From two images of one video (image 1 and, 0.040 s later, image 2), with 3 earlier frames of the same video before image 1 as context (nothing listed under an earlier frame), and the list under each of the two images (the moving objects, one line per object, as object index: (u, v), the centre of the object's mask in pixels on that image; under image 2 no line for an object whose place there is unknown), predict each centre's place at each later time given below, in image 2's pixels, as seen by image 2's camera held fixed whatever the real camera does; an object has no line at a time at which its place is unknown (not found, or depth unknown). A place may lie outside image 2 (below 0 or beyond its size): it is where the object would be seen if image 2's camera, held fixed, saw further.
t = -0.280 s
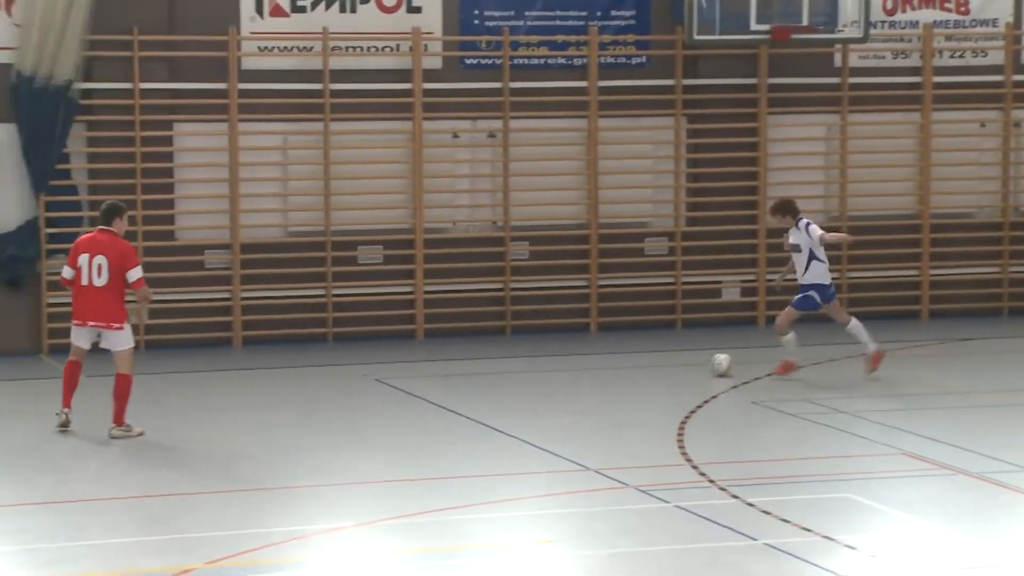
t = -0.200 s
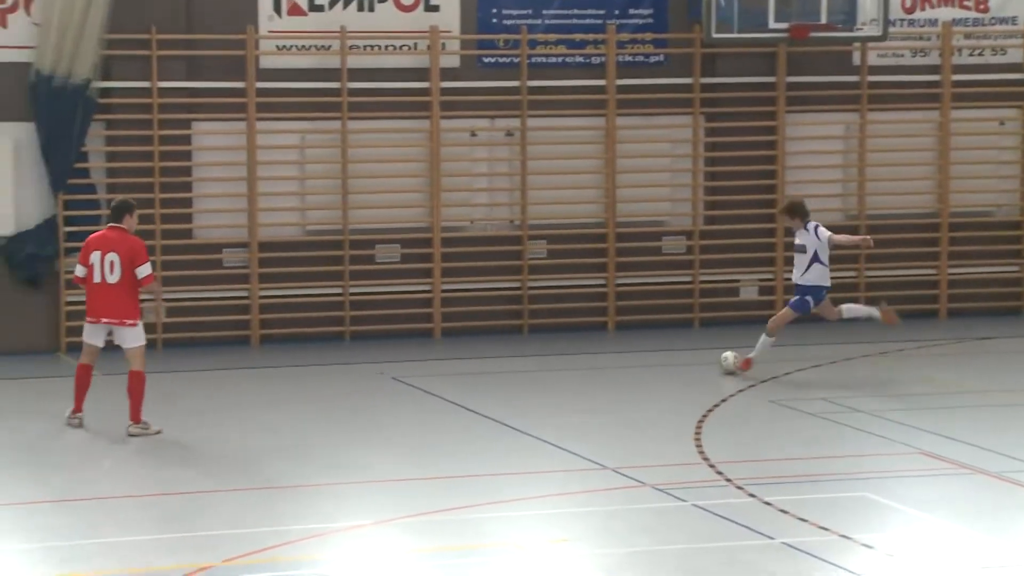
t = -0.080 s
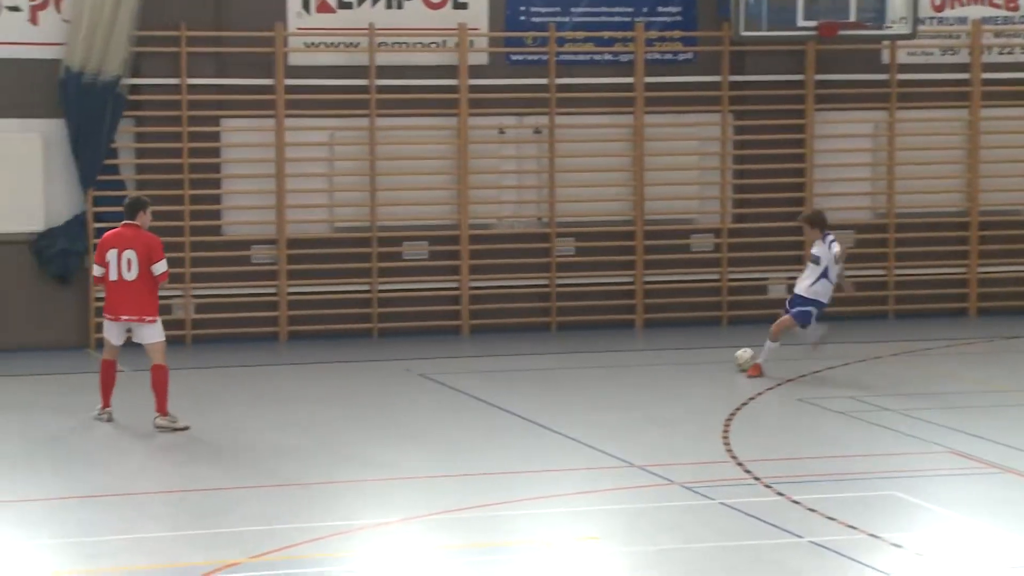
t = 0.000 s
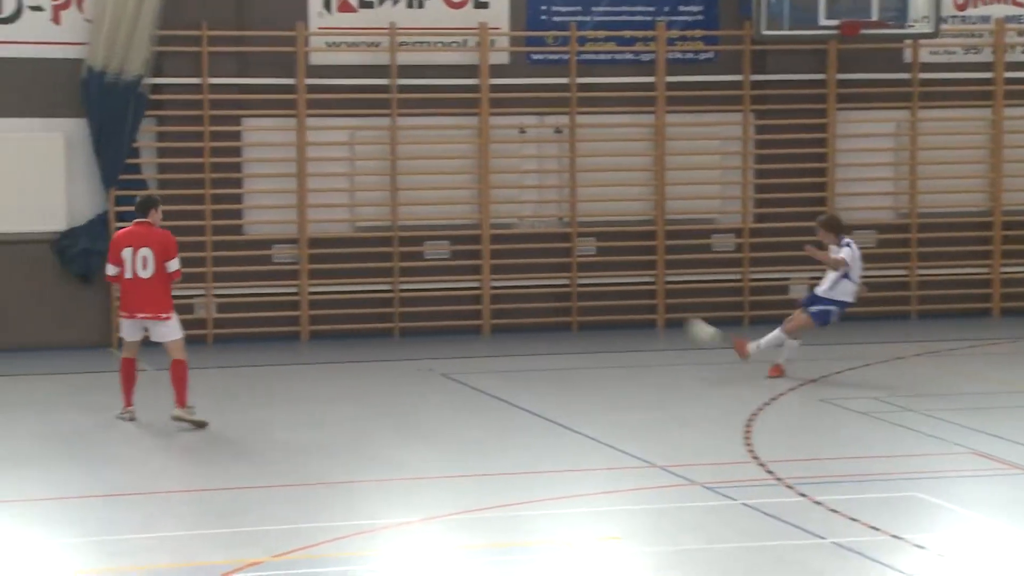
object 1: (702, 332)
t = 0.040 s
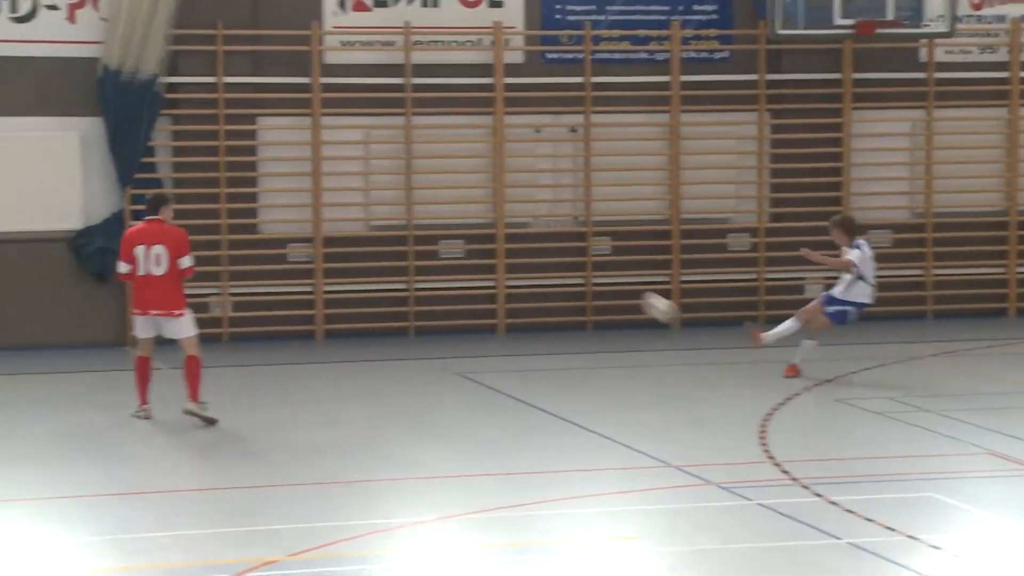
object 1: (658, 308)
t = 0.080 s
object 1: (597, 283)
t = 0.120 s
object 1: (534, 259)
